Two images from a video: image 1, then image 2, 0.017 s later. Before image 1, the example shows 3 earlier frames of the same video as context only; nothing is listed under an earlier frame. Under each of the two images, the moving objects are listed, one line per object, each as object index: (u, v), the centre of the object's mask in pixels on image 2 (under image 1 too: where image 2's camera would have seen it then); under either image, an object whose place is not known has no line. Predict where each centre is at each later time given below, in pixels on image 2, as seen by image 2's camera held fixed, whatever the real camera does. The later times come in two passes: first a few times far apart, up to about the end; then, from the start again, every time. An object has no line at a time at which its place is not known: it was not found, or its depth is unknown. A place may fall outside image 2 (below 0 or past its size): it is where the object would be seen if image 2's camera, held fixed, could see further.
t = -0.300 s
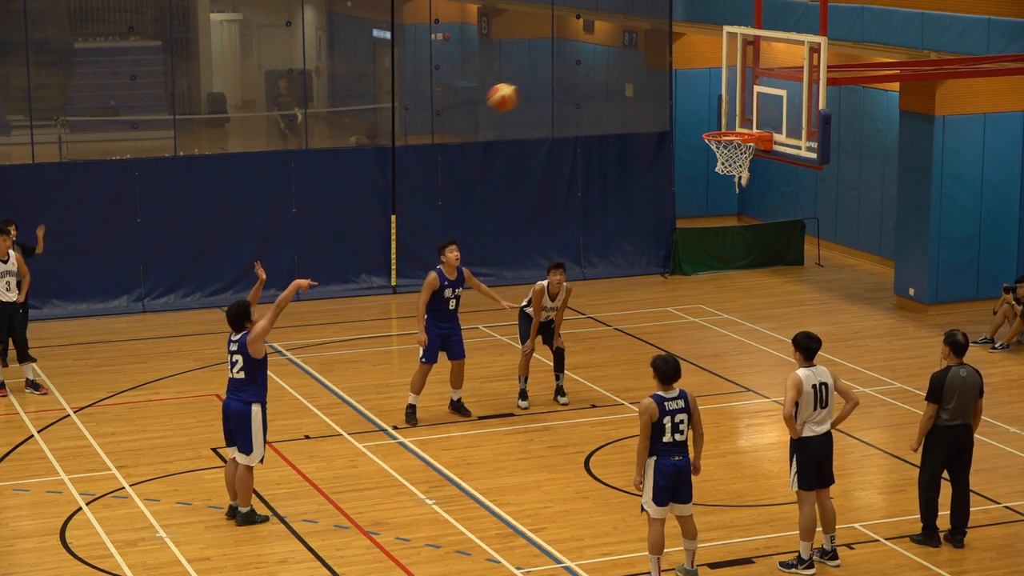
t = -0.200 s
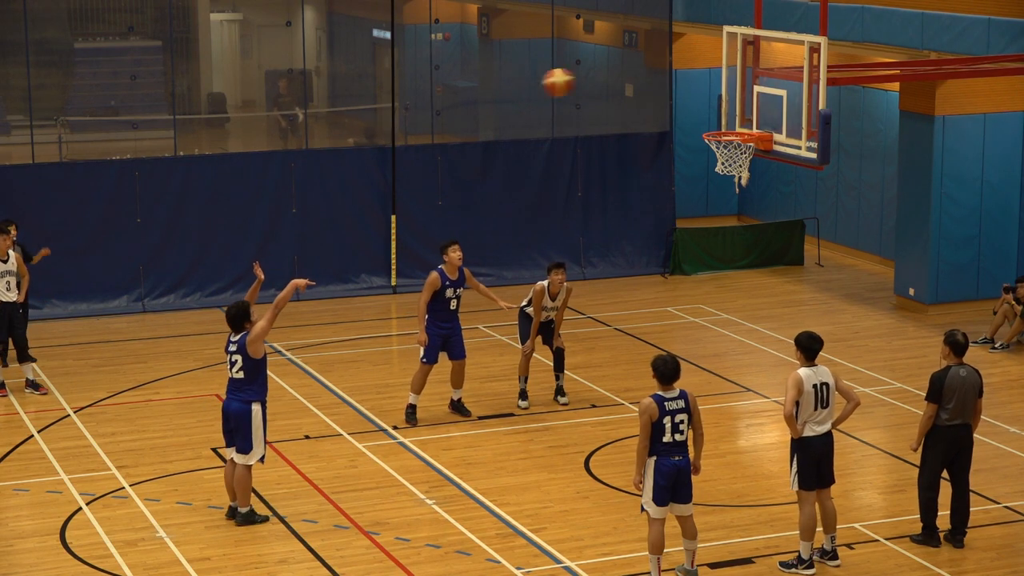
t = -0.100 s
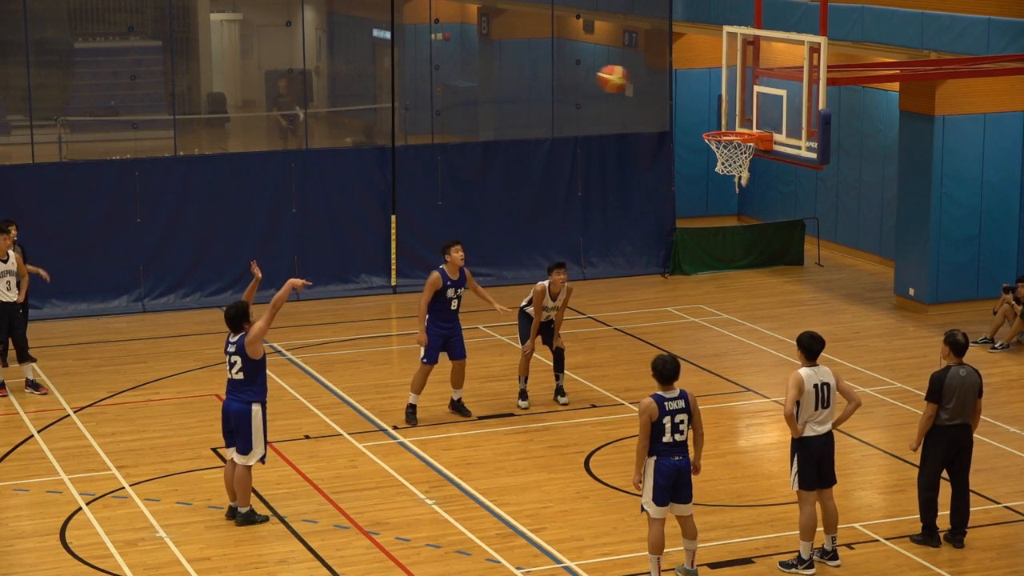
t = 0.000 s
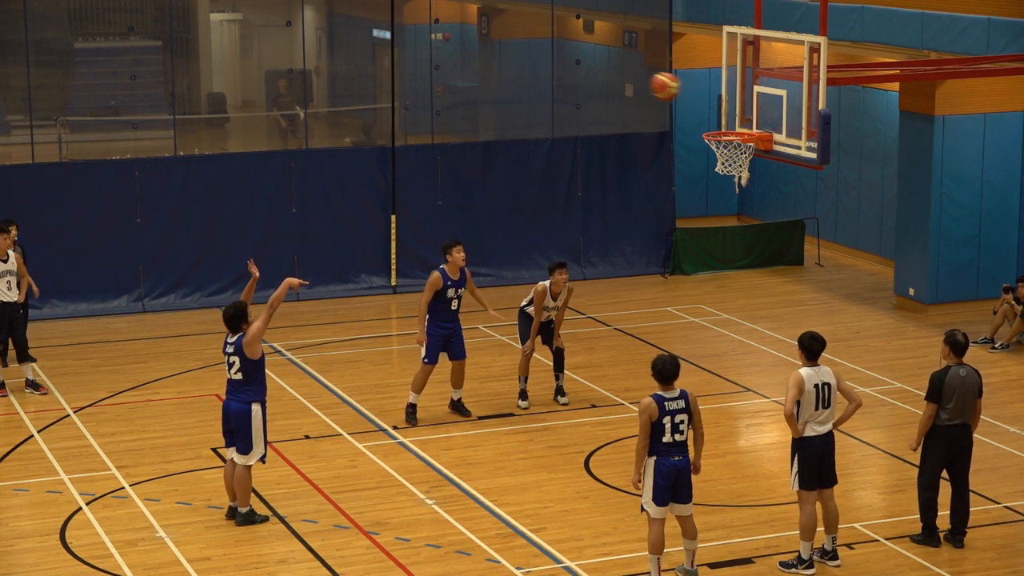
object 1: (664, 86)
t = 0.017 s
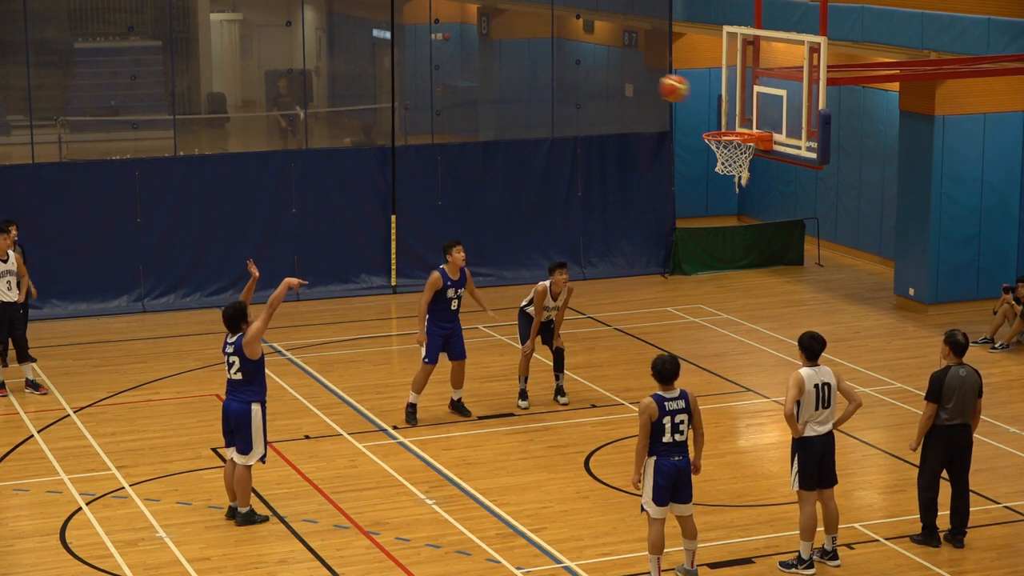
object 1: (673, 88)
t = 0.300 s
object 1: (742, 87)
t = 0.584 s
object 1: (708, 80)
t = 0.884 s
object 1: (668, 171)
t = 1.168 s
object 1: (629, 347)
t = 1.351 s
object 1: (606, 472)
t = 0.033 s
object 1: (682, 90)
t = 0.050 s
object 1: (691, 93)
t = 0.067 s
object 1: (699, 96)
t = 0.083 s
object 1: (708, 99)
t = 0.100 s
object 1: (716, 103)
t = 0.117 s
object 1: (724, 106)
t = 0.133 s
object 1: (734, 111)
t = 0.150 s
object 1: (742, 115)
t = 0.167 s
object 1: (750, 119)
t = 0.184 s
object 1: (753, 115)
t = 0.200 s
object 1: (753, 110)
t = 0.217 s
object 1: (752, 105)
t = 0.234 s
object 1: (750, 101)
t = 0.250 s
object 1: (748, 97)
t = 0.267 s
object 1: (746, 93)
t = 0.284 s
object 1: (744, 90)
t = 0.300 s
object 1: (742, 87)
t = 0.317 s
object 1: (740, 83)
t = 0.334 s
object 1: (739, 81)
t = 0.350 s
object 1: (737, 79)
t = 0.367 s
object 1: (735, 78)
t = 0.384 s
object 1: (732, 76)
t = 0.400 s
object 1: (731, 76)
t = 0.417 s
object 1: (729, 74)
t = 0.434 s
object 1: (726, 74)
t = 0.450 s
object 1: (724, 73)
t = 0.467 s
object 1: (722, 73)
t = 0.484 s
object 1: (720, 73)
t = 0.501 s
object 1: (717, 74)
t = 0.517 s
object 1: (716, 75)
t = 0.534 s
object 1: (714, 75)
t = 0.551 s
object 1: (712, 77)
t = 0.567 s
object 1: (710, 79)
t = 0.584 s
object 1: (708, 80)
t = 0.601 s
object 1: (705, 83)
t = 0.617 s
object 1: (703, 85)
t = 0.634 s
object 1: (702, 88)
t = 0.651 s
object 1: (699, 91)
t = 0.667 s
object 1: (697, 95)
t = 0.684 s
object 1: (695, 99)
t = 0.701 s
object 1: (693, 103)
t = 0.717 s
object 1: (691, 108)
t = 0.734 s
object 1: (689, 113)
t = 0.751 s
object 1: (686, 118)
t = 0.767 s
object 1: (684, 124)
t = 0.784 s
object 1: (682, 130)
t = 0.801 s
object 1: (679, 136)
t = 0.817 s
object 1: (677, 142)
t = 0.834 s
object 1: (675, 149)
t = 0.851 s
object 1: (673, 156)
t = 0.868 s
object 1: (671, 163)
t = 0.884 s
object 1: (668, 171)
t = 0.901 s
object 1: (666, 179)
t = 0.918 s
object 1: (664, 187)
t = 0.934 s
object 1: (662, 196)
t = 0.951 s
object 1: (659, 205)
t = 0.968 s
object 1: (658, 214)
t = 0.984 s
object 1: (655, 224)
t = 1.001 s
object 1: (653, 233)
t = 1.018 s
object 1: (650, 243)
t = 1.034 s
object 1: (648, 253)
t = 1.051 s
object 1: (646, 263)
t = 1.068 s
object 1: (643, 274)
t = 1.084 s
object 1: (640, 286)
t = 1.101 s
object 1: (638, 296)
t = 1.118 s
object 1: (636, 308)
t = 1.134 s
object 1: (634, 320)
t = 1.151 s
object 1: (631, 333)
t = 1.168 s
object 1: (629, 347)
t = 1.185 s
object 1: (627, 358)
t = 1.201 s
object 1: (625, 371)
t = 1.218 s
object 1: (622, 386)
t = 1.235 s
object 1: (621, 400)
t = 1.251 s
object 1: (617, 416)
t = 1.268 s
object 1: (615, 430)
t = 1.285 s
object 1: (613, 446)
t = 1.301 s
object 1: (610, 458)
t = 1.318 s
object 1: (606, 477)
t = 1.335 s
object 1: (604, 484)
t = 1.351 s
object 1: (606, 472)
